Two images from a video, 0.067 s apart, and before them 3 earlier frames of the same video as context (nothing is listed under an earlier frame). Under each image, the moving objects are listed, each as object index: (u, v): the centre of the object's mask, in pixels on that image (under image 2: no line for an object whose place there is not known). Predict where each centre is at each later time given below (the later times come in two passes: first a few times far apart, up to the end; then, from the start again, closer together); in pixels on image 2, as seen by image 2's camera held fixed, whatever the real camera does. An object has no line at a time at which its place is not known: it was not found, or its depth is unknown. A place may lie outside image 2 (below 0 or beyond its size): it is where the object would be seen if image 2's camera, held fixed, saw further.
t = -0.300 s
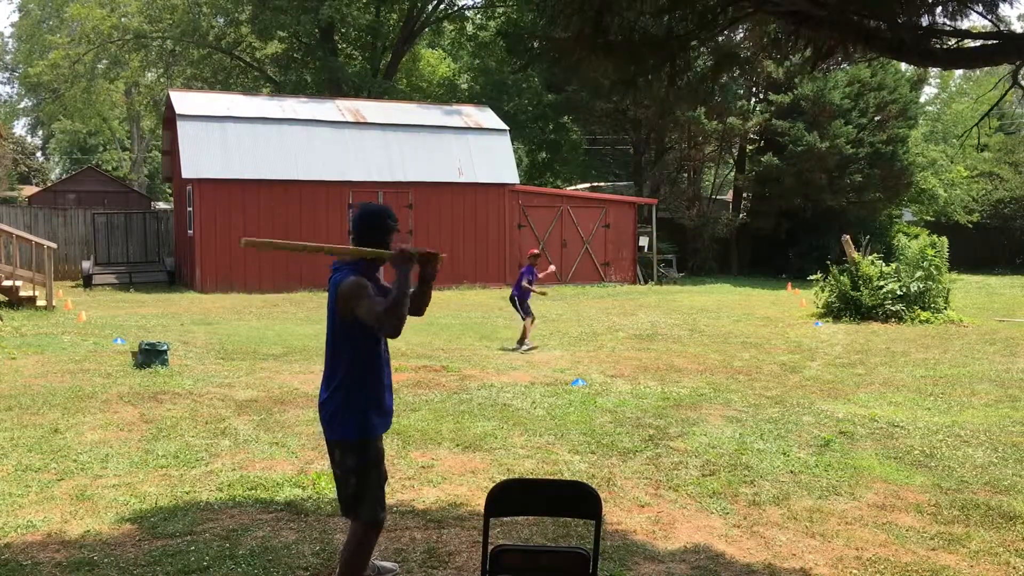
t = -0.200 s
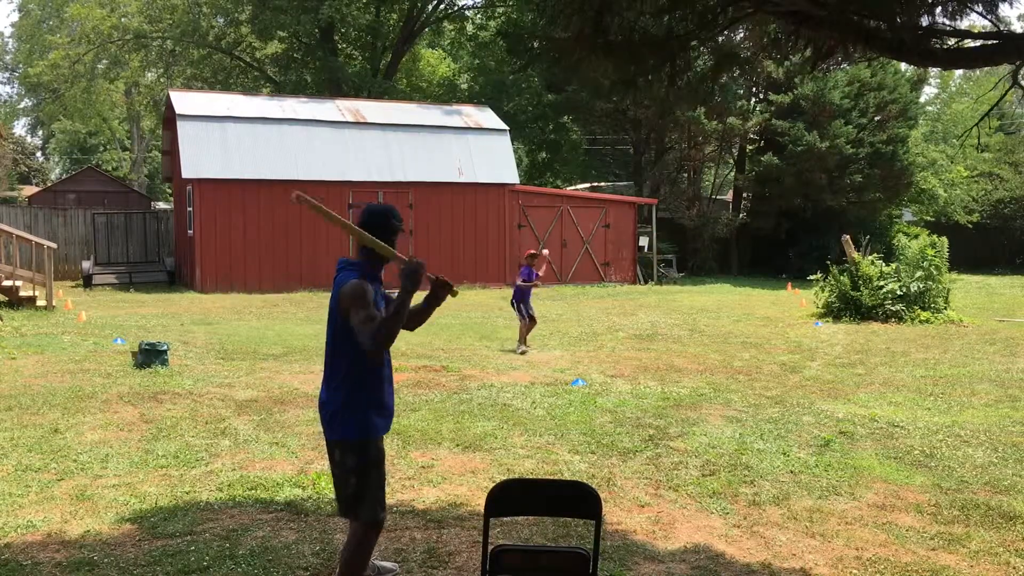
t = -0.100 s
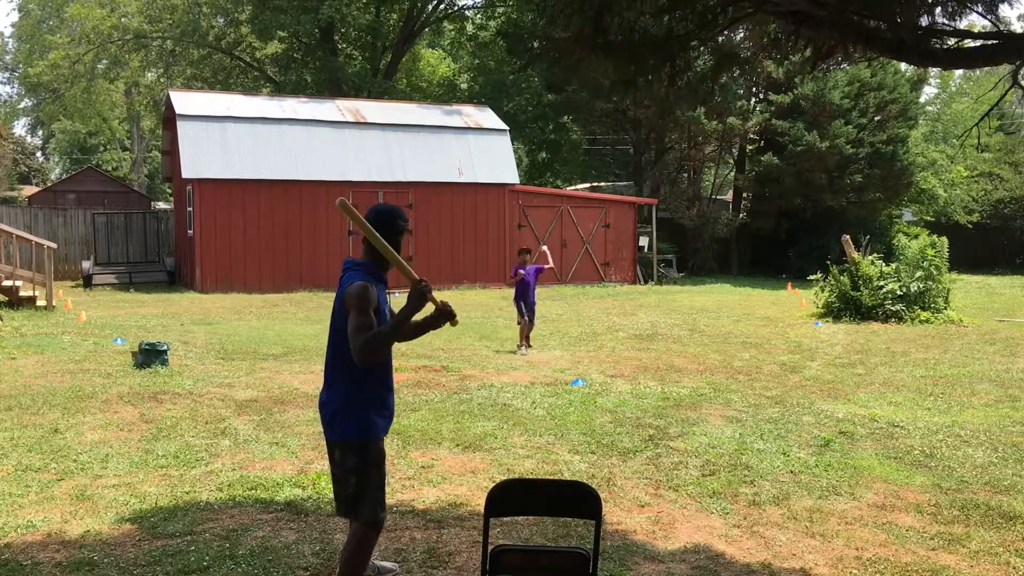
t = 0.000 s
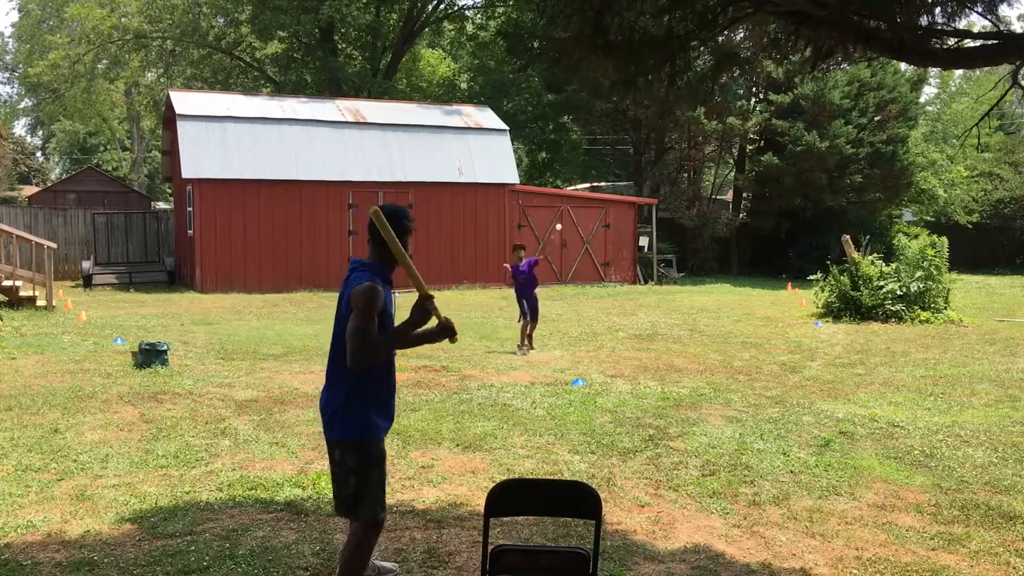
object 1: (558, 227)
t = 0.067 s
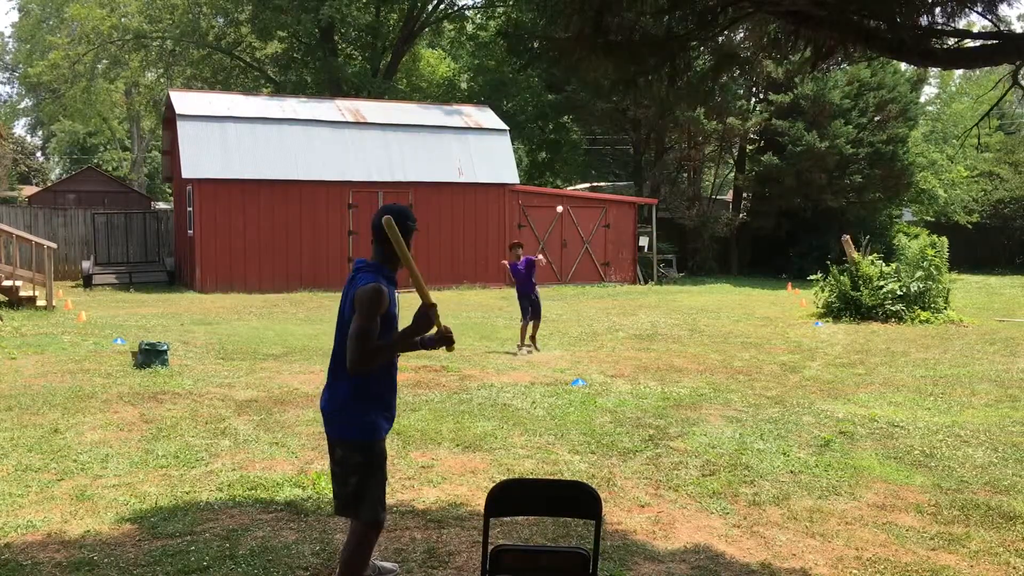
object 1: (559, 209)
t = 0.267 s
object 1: (563, 167)
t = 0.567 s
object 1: (565, 165)
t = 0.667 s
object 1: (566, 192)
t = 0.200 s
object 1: (561, 179)
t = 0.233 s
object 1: (562, 173)
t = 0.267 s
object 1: (563, 167)
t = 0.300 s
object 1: (563, 163)
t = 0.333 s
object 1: (563, 159)
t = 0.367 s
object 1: (564, 157)
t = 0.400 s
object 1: (564, 155)
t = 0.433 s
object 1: (564, 154)
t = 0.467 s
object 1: (564, 154)
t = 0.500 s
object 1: (565, 156)
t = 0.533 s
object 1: (565, 160)
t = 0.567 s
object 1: (565, 165)
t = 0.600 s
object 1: (566, 172)
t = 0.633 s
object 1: (566, 181)
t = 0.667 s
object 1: (566, 192)
